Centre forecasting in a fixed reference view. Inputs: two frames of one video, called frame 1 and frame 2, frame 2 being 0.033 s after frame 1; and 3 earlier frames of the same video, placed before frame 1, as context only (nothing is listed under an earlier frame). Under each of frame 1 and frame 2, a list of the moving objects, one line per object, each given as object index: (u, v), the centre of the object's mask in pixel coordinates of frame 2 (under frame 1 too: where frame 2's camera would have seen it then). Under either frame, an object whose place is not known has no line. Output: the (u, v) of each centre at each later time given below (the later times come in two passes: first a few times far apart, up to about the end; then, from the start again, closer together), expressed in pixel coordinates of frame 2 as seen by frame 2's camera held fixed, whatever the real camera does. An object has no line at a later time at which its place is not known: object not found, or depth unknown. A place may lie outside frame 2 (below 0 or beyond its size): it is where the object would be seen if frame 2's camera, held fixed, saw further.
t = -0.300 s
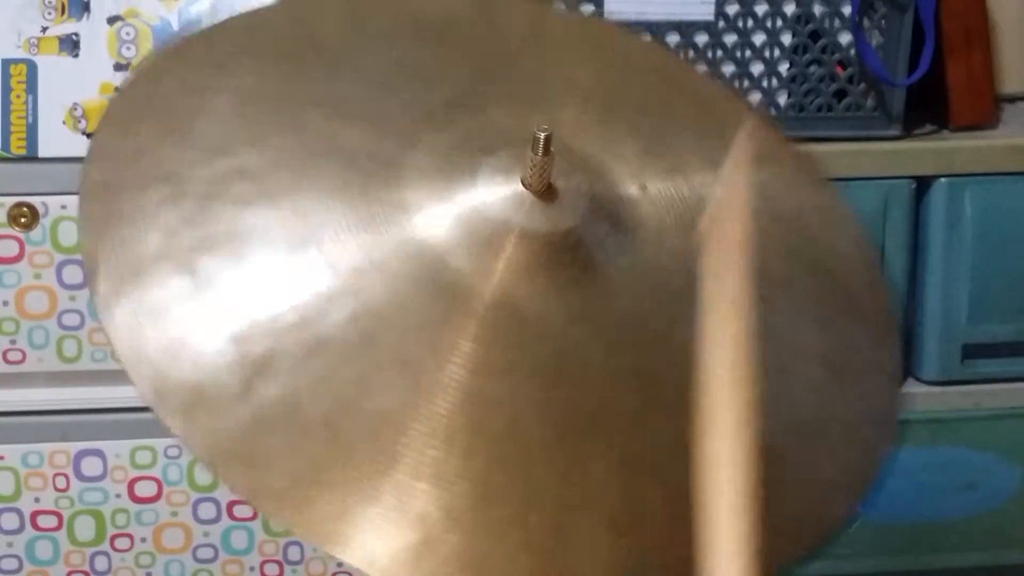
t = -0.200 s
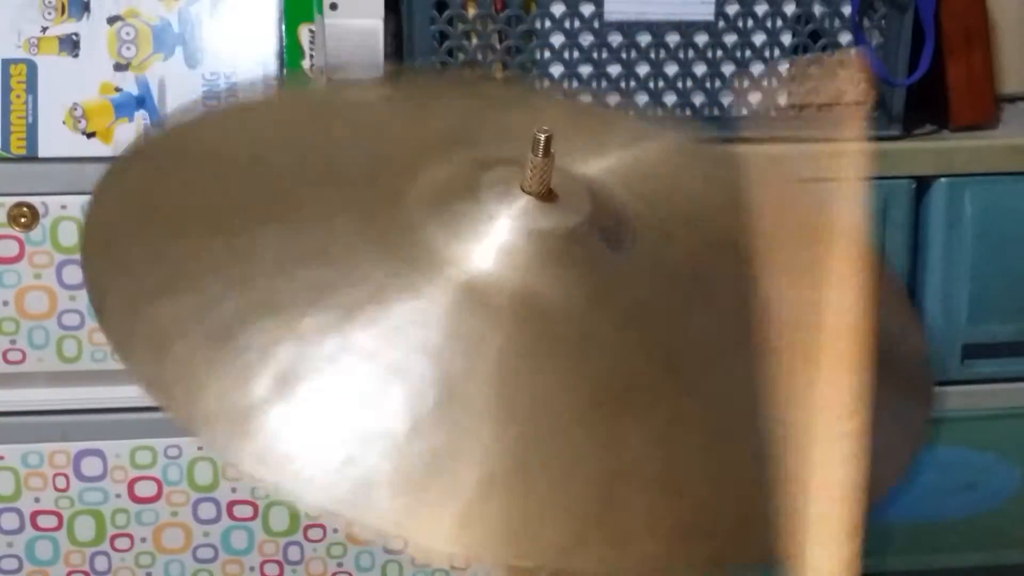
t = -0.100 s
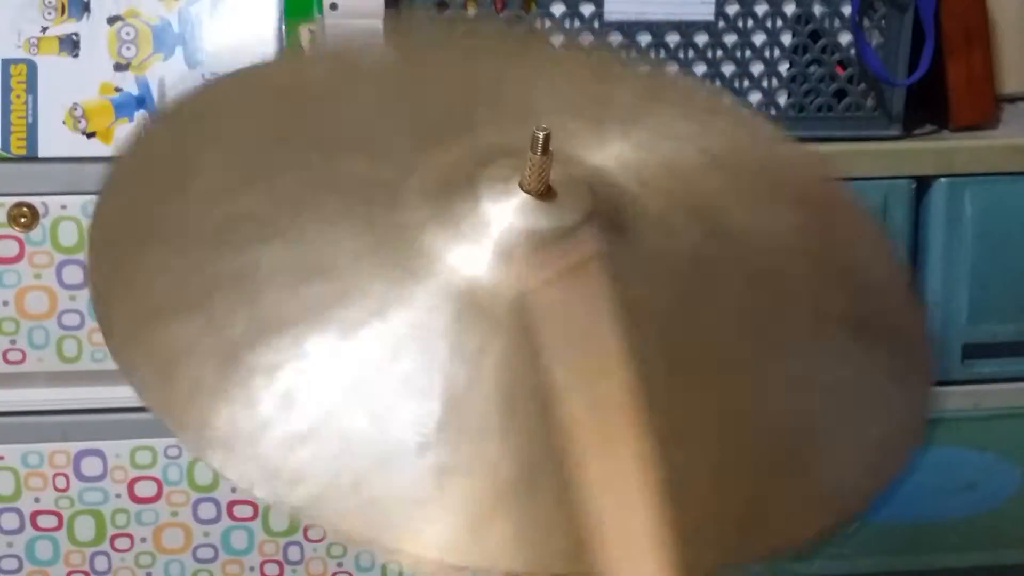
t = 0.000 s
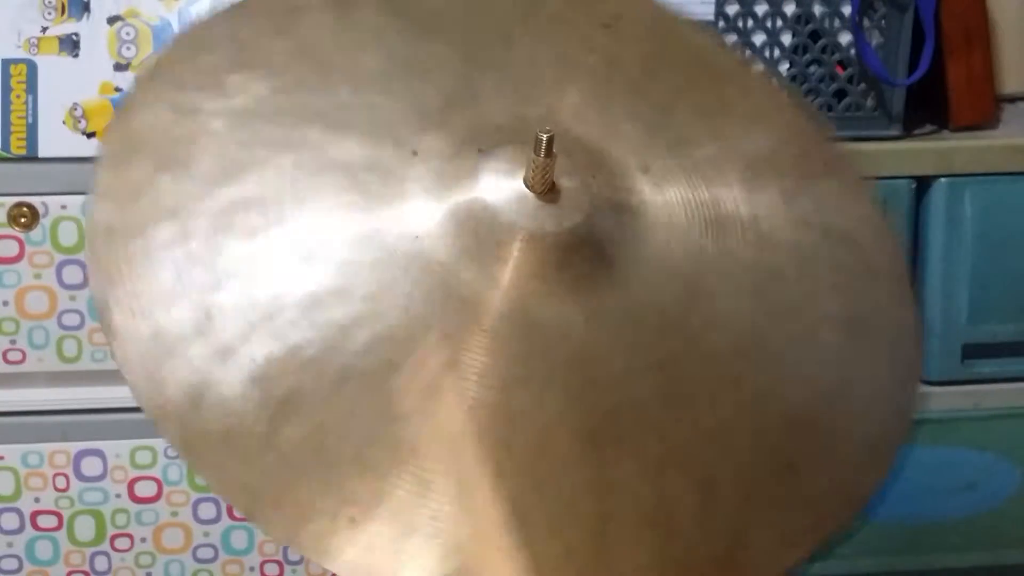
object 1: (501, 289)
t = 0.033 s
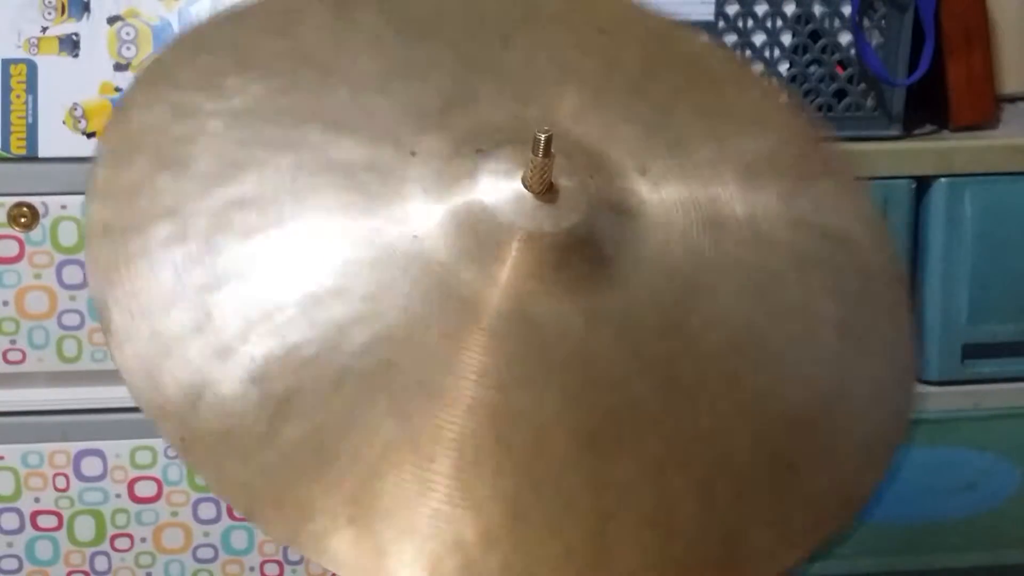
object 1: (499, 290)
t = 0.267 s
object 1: (522, 313)
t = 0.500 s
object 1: (516, 318)
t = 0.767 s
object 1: (512, 322)
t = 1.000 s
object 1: (516, 318)
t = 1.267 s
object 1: (513, 319)
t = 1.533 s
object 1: (512, 318)
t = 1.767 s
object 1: (514, 319)
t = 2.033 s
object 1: (514, 319)
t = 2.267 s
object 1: (514, 319)
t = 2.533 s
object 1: (514, 319)
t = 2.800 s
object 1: (514, 319)
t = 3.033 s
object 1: (514, 319)
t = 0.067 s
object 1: (497, 295)
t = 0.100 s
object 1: (498, 305)
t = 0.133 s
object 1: (501, 314)
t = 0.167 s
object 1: (509, 324)
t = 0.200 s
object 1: (513, 322)
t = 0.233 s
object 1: (518, 318)
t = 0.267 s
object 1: (522, 313)
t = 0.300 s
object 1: (525, 309)
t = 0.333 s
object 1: (527, 308)
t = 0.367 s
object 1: (525, 308)
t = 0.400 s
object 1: (525, 311)
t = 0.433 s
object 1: (522, 315)
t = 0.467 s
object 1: (517, 317)
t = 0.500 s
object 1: (516, 318)
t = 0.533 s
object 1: (509, 314)
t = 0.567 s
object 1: (505, 309)
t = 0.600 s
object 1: (504, 306)
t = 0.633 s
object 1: (503, 306)
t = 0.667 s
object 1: (504, 310)
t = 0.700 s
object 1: (505, 316)
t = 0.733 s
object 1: (508, 320)
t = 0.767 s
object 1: (512, 322)
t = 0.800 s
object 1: (514, 321)
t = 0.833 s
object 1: (516, 321)
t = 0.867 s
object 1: (518, 319)
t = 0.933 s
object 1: (517, 318)
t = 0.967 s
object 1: (517, 318)
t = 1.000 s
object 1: (516, 318)
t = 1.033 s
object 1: (514, 319)
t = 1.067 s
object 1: (513, 318)
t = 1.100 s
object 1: (512, 317)
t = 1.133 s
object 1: (511, 316)
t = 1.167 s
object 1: (510, 318)
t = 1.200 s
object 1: (511, 319)
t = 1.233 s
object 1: (512, 319)
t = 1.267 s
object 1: (513, 319)
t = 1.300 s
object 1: (513, 319)
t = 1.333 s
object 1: (515, 319)
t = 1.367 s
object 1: (515, 319)
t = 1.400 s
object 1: (515, 320)
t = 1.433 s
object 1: (514, 318)
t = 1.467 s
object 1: (514, 318)
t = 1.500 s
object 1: (513, 319)
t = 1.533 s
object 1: (512, 318)
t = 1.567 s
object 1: (512, 318)
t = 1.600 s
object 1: (513, 318)
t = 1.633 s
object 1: (513, 319)
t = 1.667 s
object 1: (513, 319)
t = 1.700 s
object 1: (514, 319)
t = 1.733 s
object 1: (514, 318)
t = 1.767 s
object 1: (514, 319)
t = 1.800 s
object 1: (514, 319)
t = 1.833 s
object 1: (514, 319)
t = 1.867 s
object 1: (514, 319)
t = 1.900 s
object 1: (514, 319)
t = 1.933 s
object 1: (514, 319)
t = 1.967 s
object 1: (514, 319)
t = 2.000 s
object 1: (514, 319)
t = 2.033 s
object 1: (514, 319)
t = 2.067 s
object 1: (514, 319)
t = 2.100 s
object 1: (514, 318)
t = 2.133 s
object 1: (514, 319)
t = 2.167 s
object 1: (514, 319)
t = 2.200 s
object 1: (514, 319)
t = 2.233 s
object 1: (514, 319)
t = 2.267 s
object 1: (514, 319)
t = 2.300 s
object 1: (514, 319)
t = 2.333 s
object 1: (514, 319)
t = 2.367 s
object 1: (514, 319)
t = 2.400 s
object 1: (514, 319)
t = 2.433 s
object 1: (514, 319)
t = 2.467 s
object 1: (514, 319)
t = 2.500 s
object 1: (514, 318)
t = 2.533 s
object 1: (514, 319)
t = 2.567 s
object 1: (514, 319)
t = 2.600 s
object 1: (514, 319)
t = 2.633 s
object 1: (514, 319)
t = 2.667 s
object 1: (514, 319)
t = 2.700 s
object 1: (514, 319)
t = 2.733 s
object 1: (514, 319)
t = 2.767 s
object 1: (514, 319)
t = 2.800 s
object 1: (514, 319)
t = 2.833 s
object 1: (514, 319)
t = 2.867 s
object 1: (514, 319)
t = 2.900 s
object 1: (514, 319)
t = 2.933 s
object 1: (514, 319)
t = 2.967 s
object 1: (514, 319)
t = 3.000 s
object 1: (514, 319)
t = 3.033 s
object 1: (514, 319)
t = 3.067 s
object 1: (514, 319)
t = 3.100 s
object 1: (514, 319)
